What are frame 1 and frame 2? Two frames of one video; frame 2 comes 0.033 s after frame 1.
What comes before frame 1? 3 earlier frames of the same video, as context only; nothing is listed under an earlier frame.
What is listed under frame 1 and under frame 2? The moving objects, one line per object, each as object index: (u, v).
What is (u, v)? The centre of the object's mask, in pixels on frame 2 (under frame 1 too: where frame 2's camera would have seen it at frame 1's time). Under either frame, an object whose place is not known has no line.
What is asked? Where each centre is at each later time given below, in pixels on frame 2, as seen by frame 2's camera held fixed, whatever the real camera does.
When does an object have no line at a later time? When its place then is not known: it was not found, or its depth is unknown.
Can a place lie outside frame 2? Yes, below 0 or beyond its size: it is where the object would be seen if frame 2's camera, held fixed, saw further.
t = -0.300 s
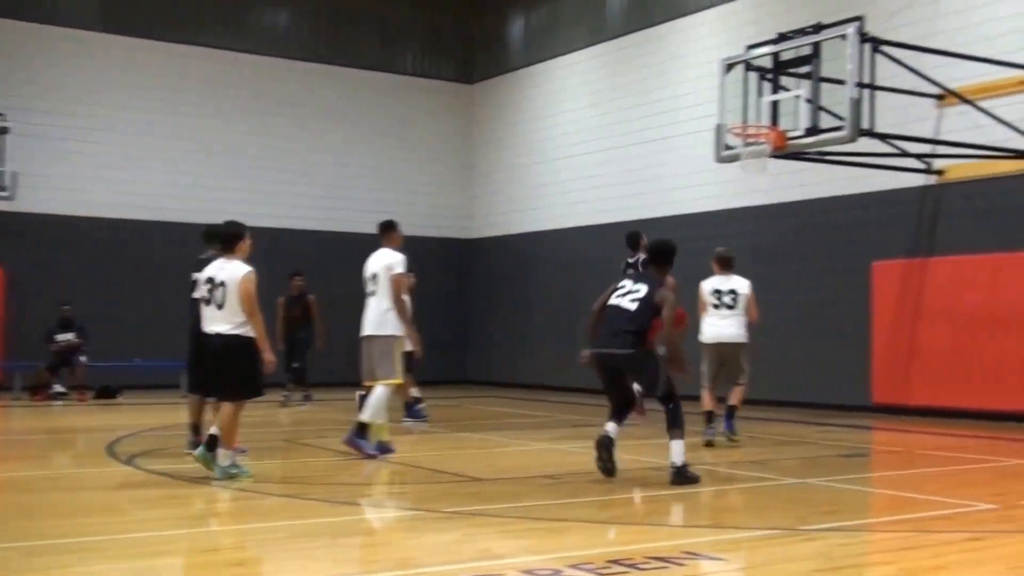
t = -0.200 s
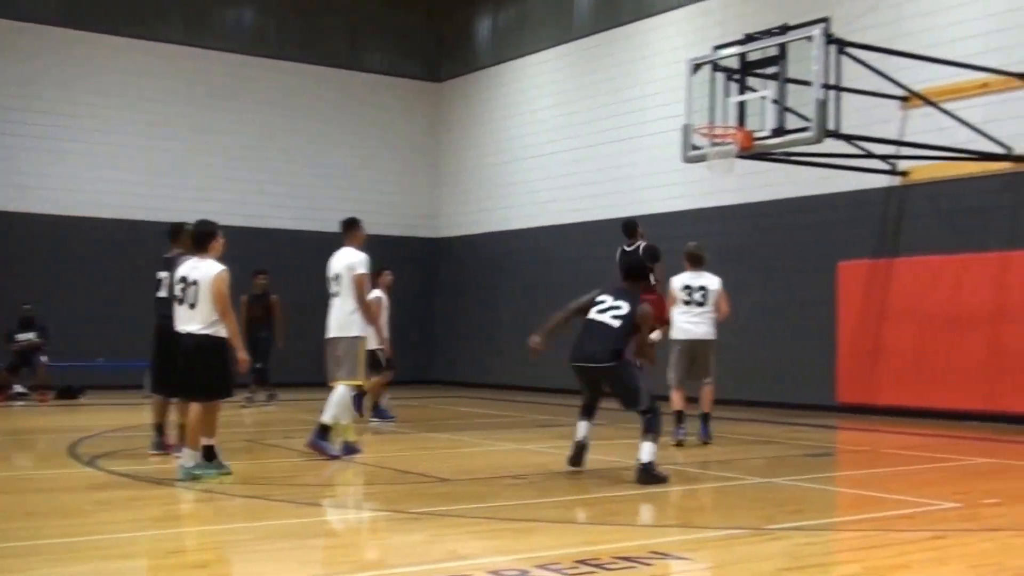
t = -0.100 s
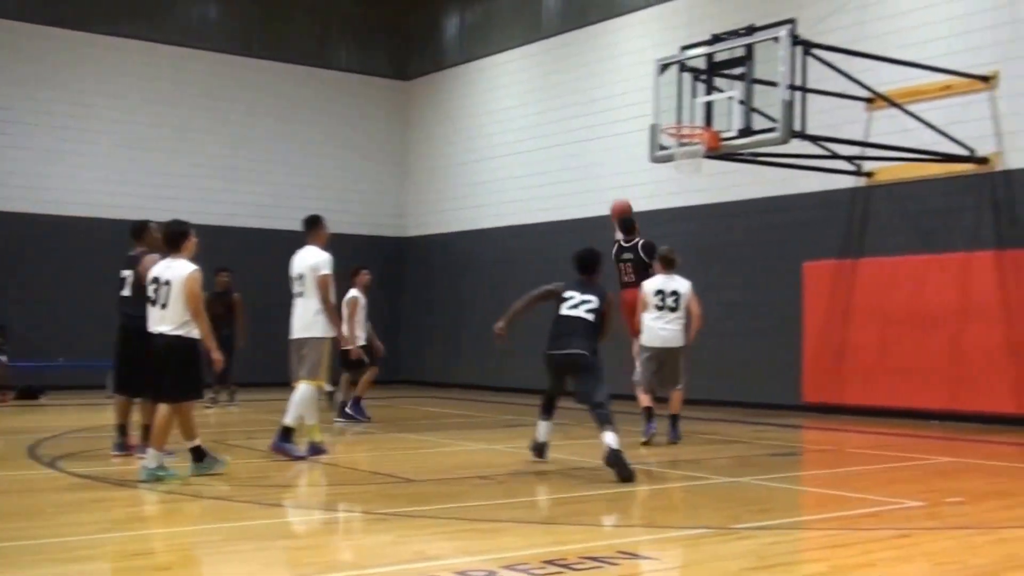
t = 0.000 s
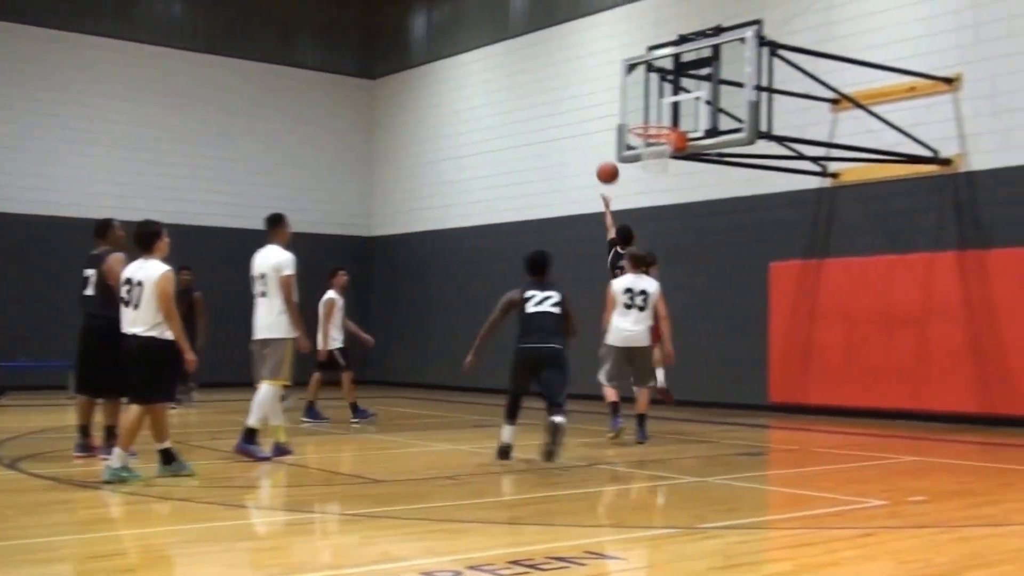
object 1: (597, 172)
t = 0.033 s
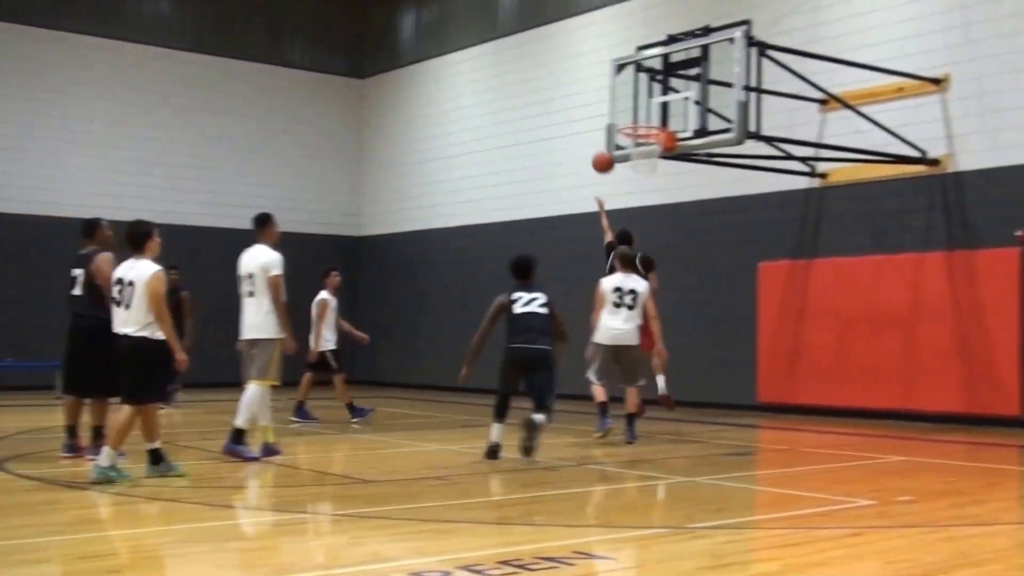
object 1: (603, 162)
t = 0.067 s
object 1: (610, 153)
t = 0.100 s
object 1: (616, 144)
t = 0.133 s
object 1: (618, 140)
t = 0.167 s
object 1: (628, 129)
